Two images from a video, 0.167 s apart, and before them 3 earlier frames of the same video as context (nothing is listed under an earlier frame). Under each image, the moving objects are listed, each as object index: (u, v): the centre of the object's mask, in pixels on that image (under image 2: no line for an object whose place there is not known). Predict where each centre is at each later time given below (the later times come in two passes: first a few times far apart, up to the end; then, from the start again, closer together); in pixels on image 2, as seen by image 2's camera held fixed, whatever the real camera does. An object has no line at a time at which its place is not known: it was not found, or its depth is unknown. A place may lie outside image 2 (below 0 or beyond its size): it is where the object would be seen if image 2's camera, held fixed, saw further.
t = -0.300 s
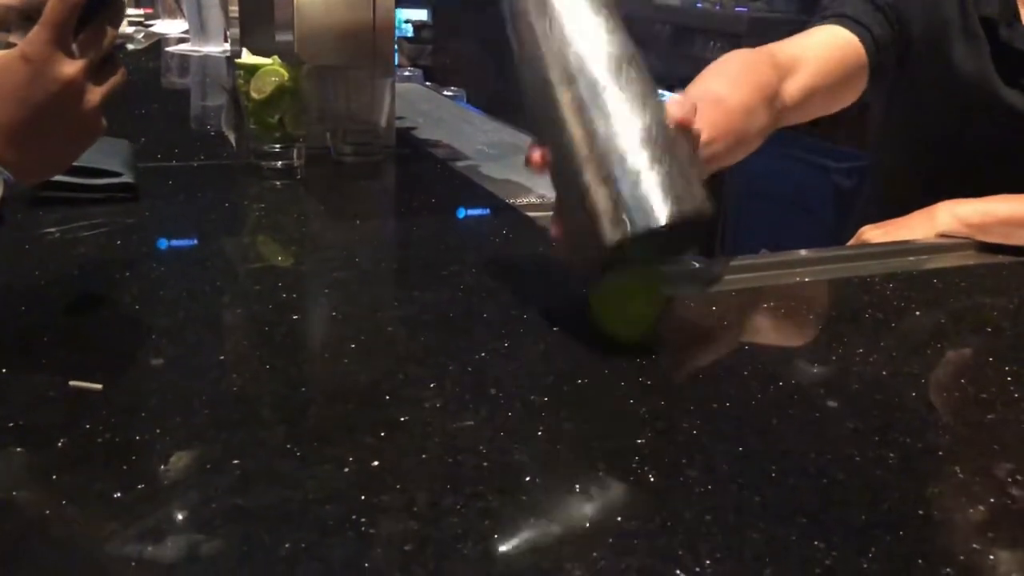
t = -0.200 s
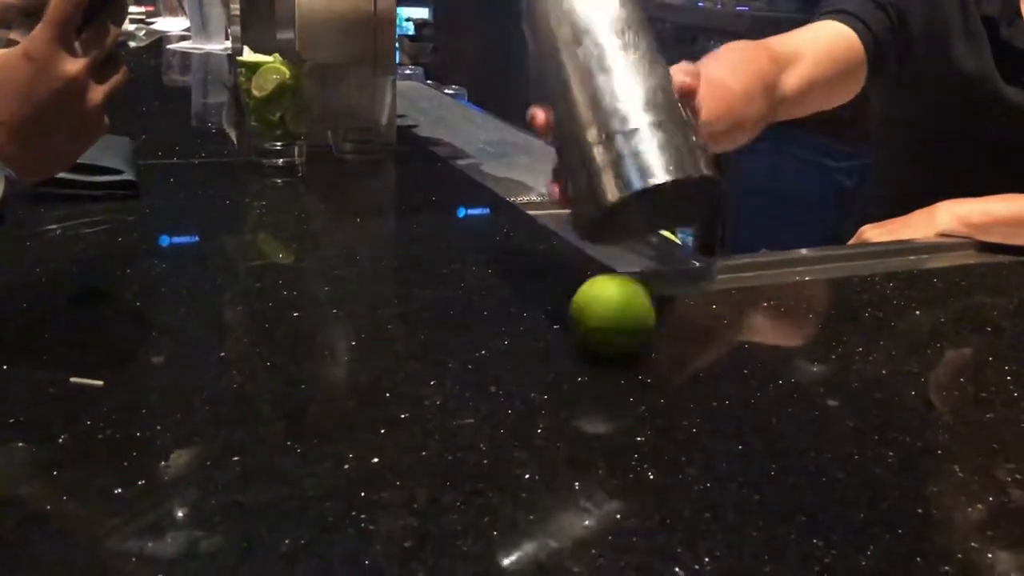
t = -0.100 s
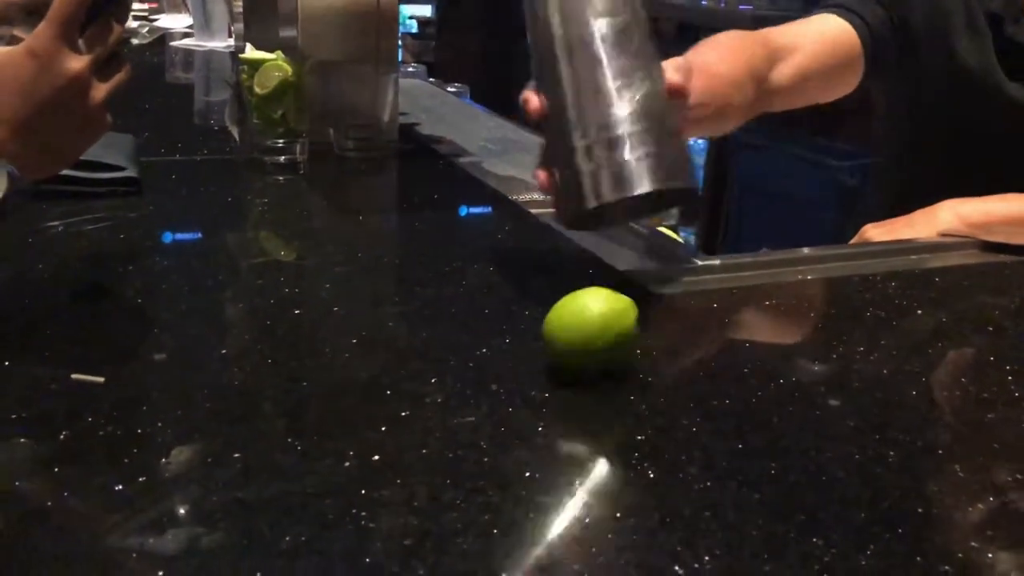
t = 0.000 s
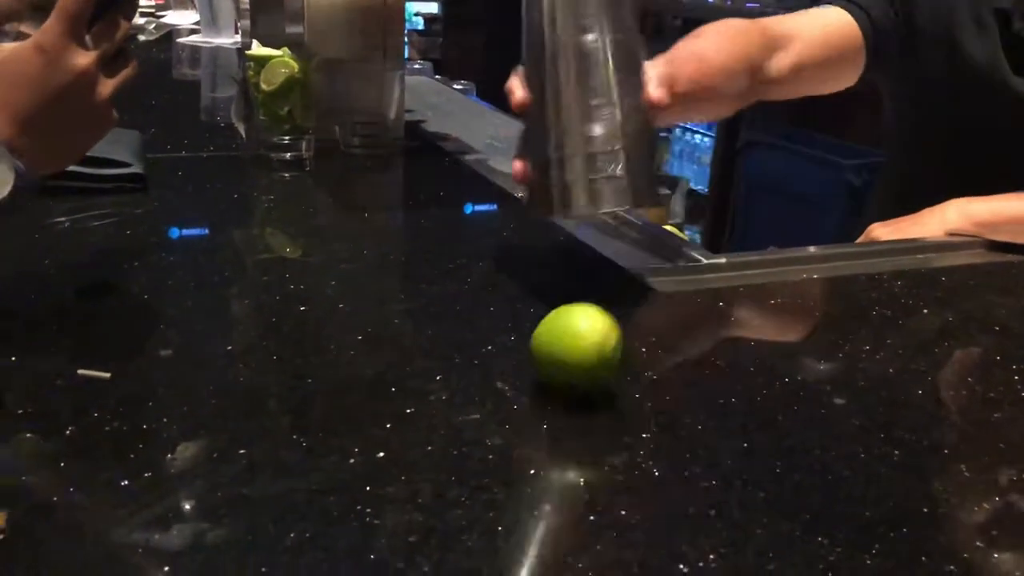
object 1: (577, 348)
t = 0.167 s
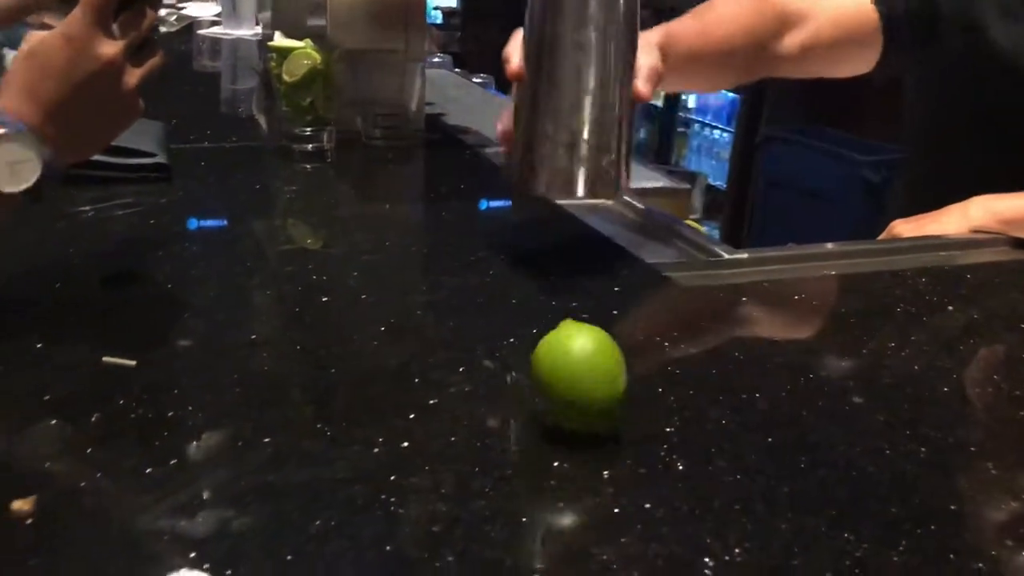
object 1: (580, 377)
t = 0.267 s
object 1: (545, 399)
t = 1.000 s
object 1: (262, 517)
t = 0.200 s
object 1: (569, 386)
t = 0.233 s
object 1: (558, 392)
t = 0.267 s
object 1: (545, 399)
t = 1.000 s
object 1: (262, 517)
